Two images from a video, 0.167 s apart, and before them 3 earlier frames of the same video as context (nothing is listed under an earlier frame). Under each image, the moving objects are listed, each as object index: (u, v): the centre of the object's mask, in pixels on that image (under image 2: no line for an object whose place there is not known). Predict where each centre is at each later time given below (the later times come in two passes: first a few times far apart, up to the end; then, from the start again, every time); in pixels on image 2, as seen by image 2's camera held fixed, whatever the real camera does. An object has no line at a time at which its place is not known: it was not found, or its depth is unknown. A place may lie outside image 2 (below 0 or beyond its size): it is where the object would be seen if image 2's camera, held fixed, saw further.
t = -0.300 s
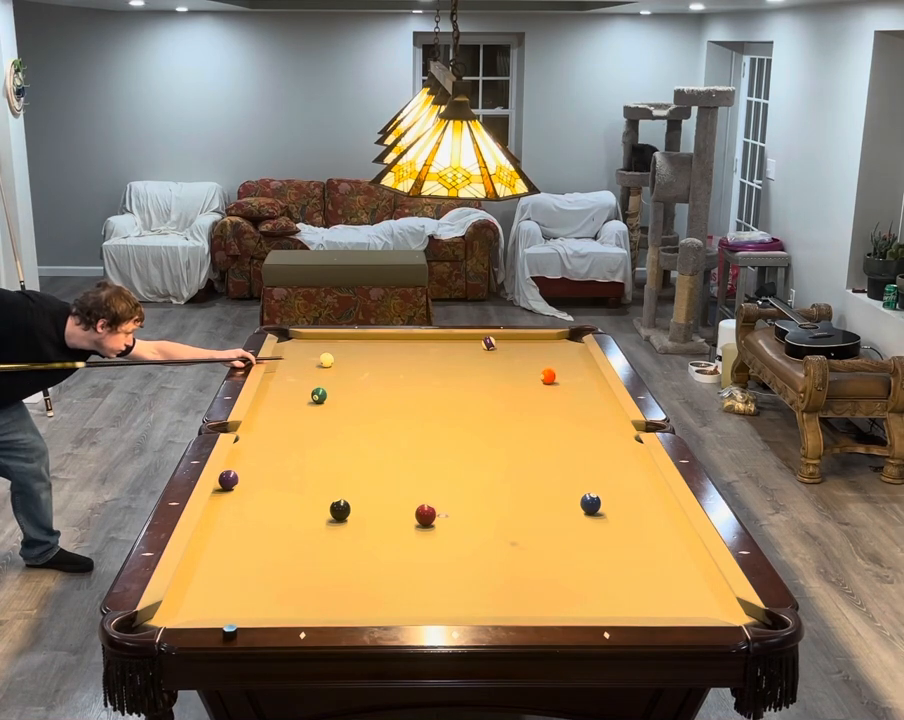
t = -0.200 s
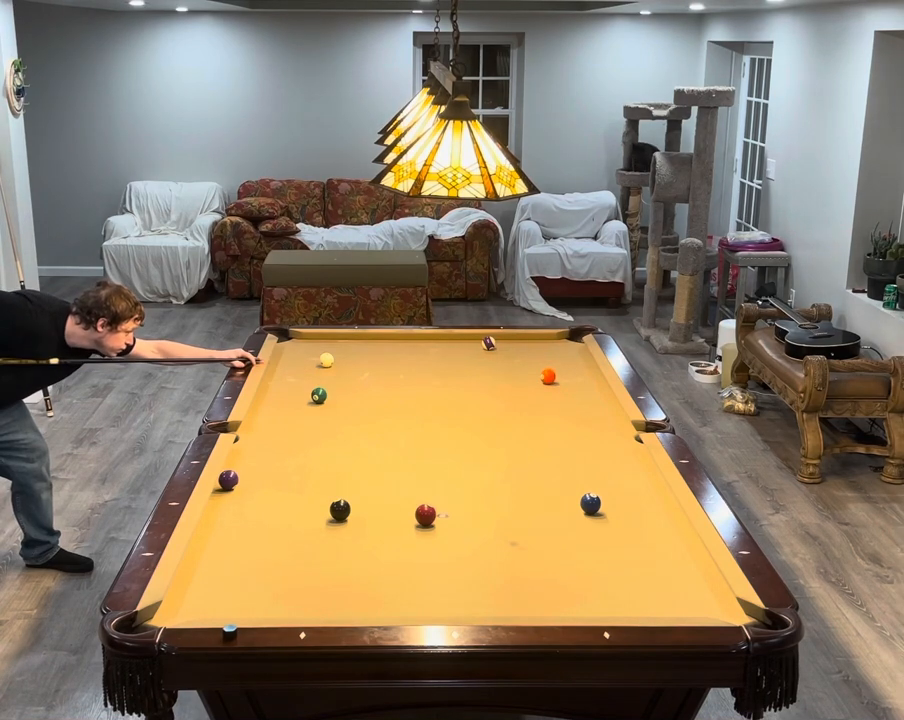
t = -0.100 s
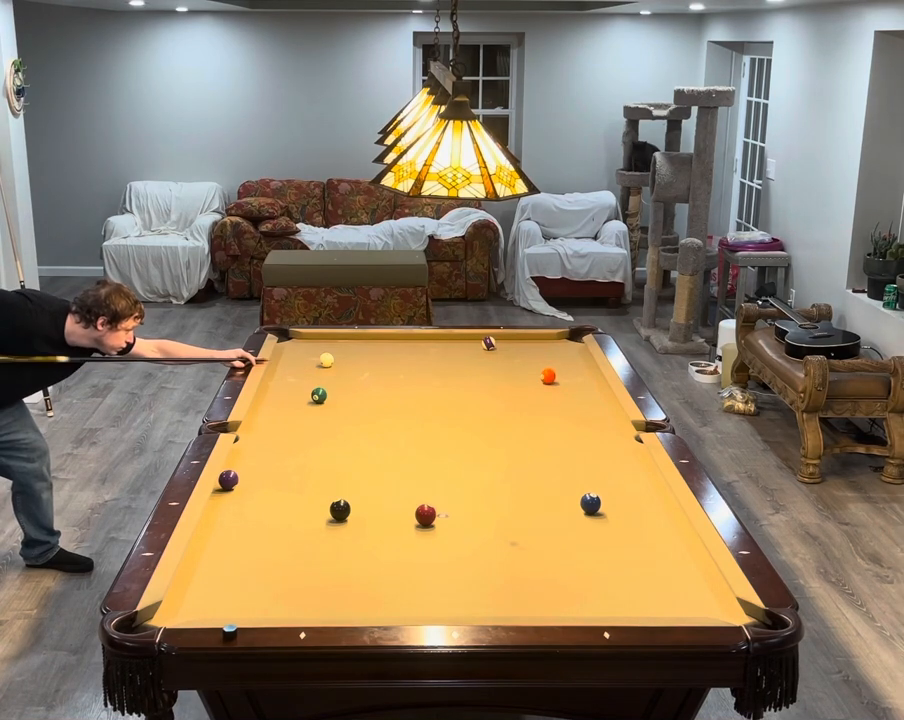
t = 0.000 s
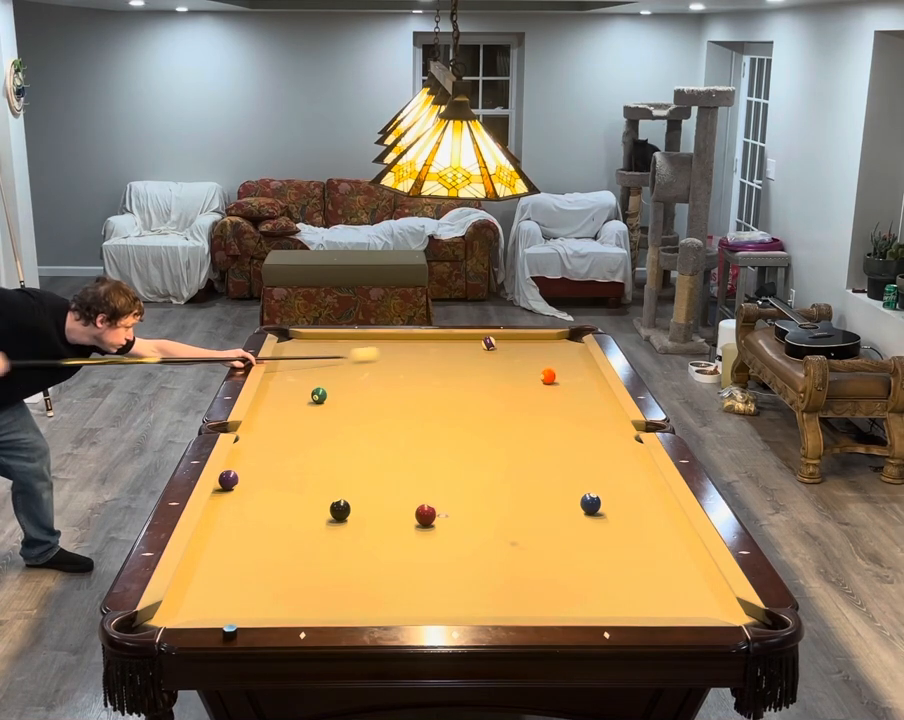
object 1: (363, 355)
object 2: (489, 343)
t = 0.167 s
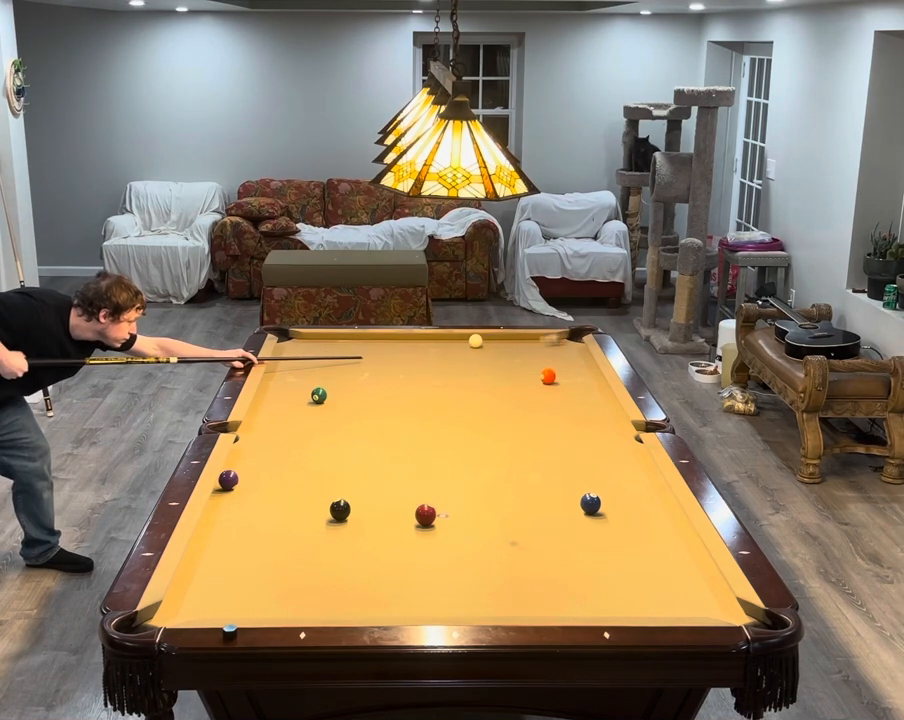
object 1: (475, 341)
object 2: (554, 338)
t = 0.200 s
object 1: (476, 340)
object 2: (576, 335)
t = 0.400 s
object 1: (488, 340)
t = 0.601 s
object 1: (521, 344)
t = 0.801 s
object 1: (561, 348)
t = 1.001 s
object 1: (571, 352)
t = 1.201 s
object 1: (553, 356)
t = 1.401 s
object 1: (534, 360)
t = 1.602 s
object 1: (516, 364)
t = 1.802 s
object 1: (497, 367)
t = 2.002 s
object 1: (480, 371)
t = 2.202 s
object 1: (462, 375)
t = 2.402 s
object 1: (446, 378)
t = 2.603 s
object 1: (429, 381)
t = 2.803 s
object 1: (413, 385)
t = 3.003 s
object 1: (398, 388)
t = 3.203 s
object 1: (383, 391)
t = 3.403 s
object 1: (369, 394)
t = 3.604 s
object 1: (356, 396)
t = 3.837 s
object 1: (342, 399)
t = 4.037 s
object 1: (330, 402)
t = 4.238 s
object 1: (319, 404)
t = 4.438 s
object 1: (309, 407)
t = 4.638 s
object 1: (301, 409)
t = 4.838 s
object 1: (293, 411)
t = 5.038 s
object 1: (286, 412)
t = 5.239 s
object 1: (281, 414)
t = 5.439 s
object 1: (276, 415)
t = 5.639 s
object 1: (273, 416)
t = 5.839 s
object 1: (270, 417)
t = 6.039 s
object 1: (268, 417)
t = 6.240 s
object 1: (267, 418)
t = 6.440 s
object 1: (267, 418)
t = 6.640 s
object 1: (267, 418)
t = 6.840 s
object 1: (267, 418)
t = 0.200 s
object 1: (476, 340)
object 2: (576, 335)
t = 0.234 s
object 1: (477, 338)
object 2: (577, 333)
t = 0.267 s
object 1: (479, 337)
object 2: (582, 336)
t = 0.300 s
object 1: (480, 337)
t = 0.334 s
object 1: (482, 338)
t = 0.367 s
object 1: (485, 339)
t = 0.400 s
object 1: (488, 340)
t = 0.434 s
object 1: (492, 341)
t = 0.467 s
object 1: (497, 342)
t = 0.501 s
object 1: (502, 342)
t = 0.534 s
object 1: (508, 343)
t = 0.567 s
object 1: (515, 344)
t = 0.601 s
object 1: (521, 344)
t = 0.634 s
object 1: (528, 345)
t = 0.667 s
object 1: (535, 346)
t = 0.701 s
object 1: (541, 346)
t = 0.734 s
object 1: (548, 347)
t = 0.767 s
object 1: (554, 347)
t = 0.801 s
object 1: (561, 348)
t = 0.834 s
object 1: (568, 349)
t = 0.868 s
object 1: (575, 349)
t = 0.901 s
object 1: (581, 350)
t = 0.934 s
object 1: (578, 350)
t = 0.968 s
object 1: (575, 351)
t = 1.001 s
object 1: (571, 352)
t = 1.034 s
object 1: (568, 353)
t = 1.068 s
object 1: (565, 353)
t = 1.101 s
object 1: (562, 354)
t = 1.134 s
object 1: (559, 354)
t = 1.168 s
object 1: (556, 355)
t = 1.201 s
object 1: (553, 356)
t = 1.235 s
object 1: (550, 356)
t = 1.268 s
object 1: (546, 357)
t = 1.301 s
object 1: (543, 358)
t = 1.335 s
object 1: (540, 358)
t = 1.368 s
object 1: (537, 359)
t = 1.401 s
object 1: (534, 360)
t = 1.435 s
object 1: (531, 360)
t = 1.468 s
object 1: (528, 361)
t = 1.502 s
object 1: (525, 361)
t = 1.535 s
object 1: (522, 362)
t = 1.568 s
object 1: (519, 363)
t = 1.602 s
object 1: (516, 364)
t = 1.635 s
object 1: (513, 364)
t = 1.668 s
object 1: (510, 365)
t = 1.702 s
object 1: (506, 365)
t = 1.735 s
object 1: (503, 366)
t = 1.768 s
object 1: (500, 367)
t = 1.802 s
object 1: (497, 367)
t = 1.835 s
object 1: (494, 368)
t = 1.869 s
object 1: (491, 368)
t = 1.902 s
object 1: (488, 369)
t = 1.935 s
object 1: (486, 370)
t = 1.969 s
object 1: (483, 370)
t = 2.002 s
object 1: (480, 371)
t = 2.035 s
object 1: (477, 372)
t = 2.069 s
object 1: (474, 372)
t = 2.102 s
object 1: (471, 373)
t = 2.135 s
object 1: (468, 373)
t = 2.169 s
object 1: (465, 374)
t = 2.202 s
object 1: (462, 375)
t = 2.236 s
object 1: (460, 375)
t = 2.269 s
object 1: (457, 376)
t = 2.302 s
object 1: (454, 376)
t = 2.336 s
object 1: (451, 377)
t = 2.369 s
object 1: (448, 377)
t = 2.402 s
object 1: (446, 378)
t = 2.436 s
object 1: (443, 379)
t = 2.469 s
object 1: (440, 379)
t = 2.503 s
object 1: (437, 380)
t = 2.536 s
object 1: (435, 380)
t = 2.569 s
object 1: (432, 381)
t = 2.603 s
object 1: (429, 381)
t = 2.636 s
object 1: (426, 382)
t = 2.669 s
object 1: (424, 382)
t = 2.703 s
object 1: (421, 383)
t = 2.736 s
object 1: (418, 383)
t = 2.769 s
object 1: (416, 384)
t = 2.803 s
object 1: (413, 385)
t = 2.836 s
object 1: (411, 385)
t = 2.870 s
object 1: (408, 386)
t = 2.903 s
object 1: (406, 386)
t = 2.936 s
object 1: (403, 387)
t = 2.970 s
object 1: (400, 387)
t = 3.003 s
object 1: (398, 388)
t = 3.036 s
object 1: (396, 388)
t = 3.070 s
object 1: (393, 388)
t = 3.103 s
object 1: (391, 389)
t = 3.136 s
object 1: (388, 390)
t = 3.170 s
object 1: (386, 390)
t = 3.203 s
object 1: (383, 391)
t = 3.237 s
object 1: (381, 391)
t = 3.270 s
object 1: (378, 392)
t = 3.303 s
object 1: (376, 392)
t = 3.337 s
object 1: (374, 393)
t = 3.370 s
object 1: (372, 393)
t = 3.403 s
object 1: (369, 394)
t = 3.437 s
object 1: (367, 394)
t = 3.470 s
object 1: (365, 394)
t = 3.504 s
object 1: (363, 395)
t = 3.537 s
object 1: (360, 395)
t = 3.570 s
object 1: (359, 396)
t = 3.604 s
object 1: (356, 396)
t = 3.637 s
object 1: (354, 397)
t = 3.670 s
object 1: (352, 397)
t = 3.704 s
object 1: (350, 398)
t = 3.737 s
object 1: (348, 398)
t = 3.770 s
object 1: (346, 399)
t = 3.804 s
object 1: (344, 399)
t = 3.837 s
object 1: (342, 399)
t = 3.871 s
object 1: (340, 400)
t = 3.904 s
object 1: (338, 400)
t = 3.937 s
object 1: (335, 401)
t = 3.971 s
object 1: (334, 401)
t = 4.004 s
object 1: (332, 402)
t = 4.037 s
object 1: (330, 402)
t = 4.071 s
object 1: (328, 402)
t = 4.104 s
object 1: (326, 403)
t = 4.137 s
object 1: (325, 403)
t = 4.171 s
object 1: (323, 404)
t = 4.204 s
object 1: (320, 404)
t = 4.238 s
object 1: (319, 404)
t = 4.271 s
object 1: (317, 404)
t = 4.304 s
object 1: (316, 405)
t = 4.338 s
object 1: (314, 405)
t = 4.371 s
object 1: (313, 406)
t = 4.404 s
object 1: (311, 406)
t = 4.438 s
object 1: (309, 407)
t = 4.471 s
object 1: (309, 407)
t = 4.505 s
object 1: (306, 407)
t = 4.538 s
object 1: (305, 408)
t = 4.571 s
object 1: (304, 408)
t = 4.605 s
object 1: (302, 408)
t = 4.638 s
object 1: (301, 409)
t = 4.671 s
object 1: (300, 409)
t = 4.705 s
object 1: (297, 409)
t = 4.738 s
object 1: (296, 410)
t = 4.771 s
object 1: (295, 410)
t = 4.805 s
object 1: (294, 410)
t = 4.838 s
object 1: (293, 411)
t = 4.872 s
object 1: (292, 411)
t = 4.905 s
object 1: (291, 411)
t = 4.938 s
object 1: (290, 411)
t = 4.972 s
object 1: (289, 411)
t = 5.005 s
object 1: (287, 412)
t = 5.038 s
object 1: (286, 412)
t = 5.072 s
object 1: (286, 412)
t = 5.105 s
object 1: (284, 412)
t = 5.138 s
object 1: (283, 413)
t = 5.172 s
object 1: (282, 413)
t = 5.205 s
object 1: (282, 413)
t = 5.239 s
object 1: (281, 414)
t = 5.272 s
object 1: (280, 414)
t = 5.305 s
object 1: (279, 414)
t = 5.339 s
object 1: (278, 414)
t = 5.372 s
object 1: (278, 415)
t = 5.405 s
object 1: (277, 415)
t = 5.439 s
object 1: (276, 415)
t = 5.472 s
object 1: (276, 415)
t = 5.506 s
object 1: (275, 416)
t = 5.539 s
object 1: (274, 416)
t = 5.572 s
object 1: (274, 416)
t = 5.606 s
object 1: (273, 416)
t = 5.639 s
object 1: (273, 416)
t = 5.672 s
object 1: (272, 416)
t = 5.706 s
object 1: (272, 416)
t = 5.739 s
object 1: (271, 416)
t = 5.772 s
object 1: (271, 417)
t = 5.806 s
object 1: (270, 417)
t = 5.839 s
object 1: (270, 417)
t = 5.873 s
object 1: (269, 417)
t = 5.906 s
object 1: (269, 417)
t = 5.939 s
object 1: (269, 417)
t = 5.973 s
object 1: (268, 417)
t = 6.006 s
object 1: (268, 417)
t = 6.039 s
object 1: (268, 417)
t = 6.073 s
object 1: (268, 417)
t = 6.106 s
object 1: (268, 418)
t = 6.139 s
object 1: (267, 418)
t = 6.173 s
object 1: (267, 418)
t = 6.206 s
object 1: (267, 418)
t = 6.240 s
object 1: (267, 418)
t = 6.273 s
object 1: (267, 418)
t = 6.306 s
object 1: (267, 418)
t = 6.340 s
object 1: (267, 418)
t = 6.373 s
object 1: (267, 418)
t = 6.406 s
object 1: (267, 418)
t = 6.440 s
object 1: (267, 418)
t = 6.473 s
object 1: (267, 418)
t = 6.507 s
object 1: (267, 418)
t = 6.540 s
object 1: (267, 418)
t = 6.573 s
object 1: (267, 418)
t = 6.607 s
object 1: (267, 418)
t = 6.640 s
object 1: (267, 418)
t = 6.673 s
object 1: (267, 418)
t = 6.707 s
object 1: (267, 418)
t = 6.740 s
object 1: (267, 418)
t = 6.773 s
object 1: (267, 418)
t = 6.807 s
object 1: (267, 418)
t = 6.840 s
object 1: (267, 418)
